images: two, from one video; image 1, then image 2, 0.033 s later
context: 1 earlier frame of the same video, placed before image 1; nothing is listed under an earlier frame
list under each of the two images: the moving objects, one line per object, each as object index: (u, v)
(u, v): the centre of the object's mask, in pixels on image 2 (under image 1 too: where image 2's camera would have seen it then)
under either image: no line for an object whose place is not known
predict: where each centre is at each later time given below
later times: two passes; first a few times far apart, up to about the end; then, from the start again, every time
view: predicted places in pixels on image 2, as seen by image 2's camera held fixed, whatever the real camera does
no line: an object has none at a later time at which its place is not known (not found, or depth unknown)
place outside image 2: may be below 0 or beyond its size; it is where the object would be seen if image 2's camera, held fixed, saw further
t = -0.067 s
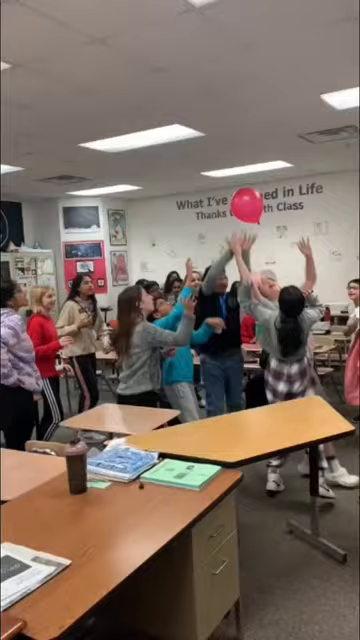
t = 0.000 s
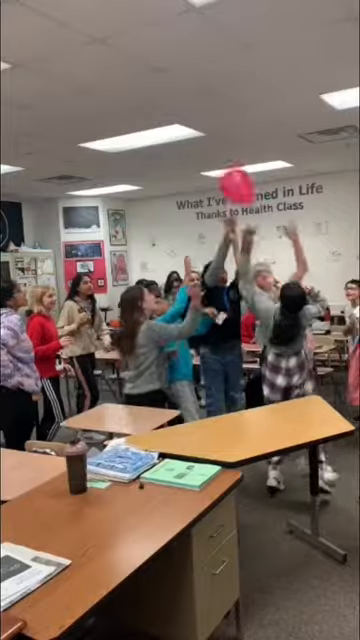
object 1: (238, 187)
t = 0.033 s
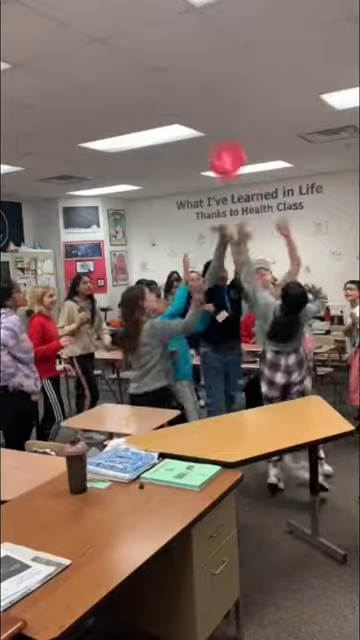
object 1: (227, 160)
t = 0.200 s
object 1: (177, 79)
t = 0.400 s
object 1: (147, 38)
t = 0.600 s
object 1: (143, 77)
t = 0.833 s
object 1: (150, 129)
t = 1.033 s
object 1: (161, 170)
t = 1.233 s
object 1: (170, 210)
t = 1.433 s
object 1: (183, 243)
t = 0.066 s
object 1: (216, 141)
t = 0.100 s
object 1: (204, 123)
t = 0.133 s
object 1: (194, 105)
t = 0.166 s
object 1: (185, 92)
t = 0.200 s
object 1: (177, 79)
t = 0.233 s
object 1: (169, 67)
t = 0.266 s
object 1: (164, 57)
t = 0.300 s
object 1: (158, 48)
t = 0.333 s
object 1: (153, 40)
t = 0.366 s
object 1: (149, 35)
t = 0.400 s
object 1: (147, 38)
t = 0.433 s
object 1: (146, 43)
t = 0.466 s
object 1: (146, 50)
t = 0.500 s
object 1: (145, 57)
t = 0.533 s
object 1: (144, 63)
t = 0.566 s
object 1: (144, 70)
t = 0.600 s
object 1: (143, 77)
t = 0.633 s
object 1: (143, 84)
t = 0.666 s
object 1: (143, 92)
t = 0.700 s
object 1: (144, 100)
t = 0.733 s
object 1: (145, 106)
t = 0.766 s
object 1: (147, 113)
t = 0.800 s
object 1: (148, 121)
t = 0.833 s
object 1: (150, 129)
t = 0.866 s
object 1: (152, 136)
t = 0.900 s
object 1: (154, 143)
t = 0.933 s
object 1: (156, 150)
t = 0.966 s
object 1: (158, 158)
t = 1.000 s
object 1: (159, 164)
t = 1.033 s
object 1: (161, 170)
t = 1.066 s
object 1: (162, 177)
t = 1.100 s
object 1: (163, 184)
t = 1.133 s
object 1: (165, 191)
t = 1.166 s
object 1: (167, 197)
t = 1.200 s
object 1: (168, 204)
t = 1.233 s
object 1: (170, 210)
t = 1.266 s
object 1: (172, 216)
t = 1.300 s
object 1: (174, 222)
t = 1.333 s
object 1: (176, 228)
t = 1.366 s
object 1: (178, 233)
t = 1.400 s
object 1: (180, 239)
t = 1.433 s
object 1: (183, 243)
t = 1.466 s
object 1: (185, 248)
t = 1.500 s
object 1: (188, 253)
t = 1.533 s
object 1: (191, 258)
